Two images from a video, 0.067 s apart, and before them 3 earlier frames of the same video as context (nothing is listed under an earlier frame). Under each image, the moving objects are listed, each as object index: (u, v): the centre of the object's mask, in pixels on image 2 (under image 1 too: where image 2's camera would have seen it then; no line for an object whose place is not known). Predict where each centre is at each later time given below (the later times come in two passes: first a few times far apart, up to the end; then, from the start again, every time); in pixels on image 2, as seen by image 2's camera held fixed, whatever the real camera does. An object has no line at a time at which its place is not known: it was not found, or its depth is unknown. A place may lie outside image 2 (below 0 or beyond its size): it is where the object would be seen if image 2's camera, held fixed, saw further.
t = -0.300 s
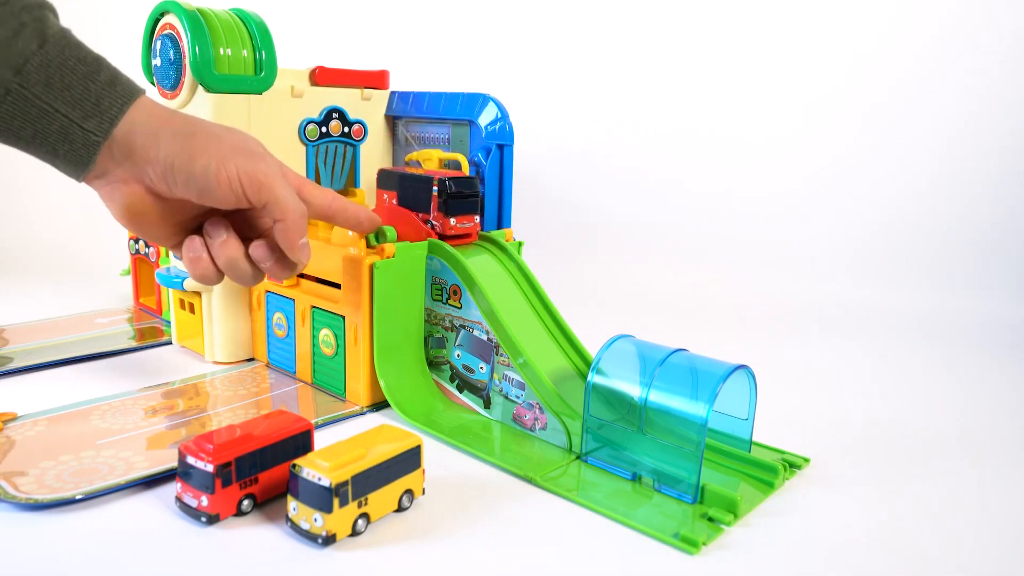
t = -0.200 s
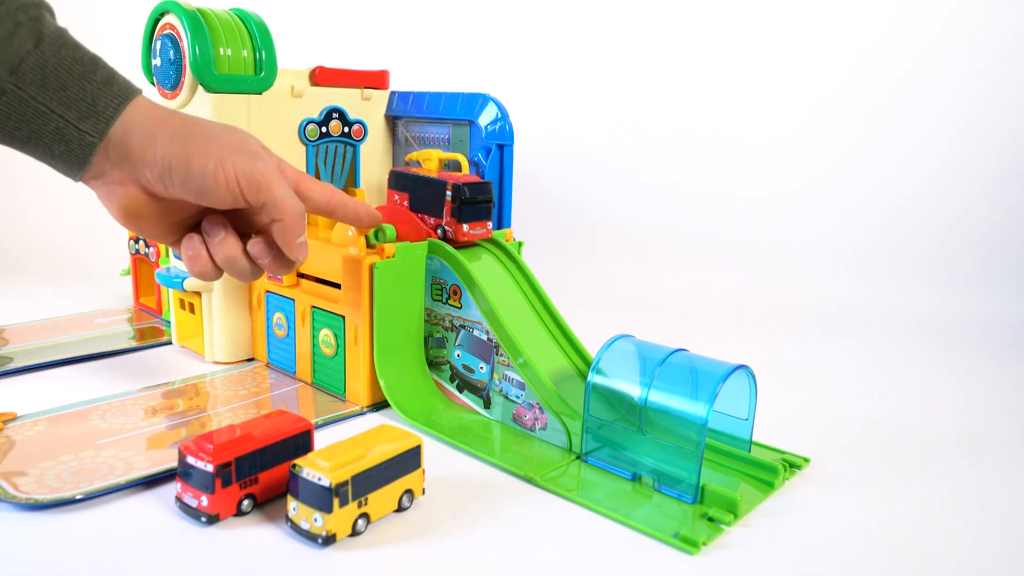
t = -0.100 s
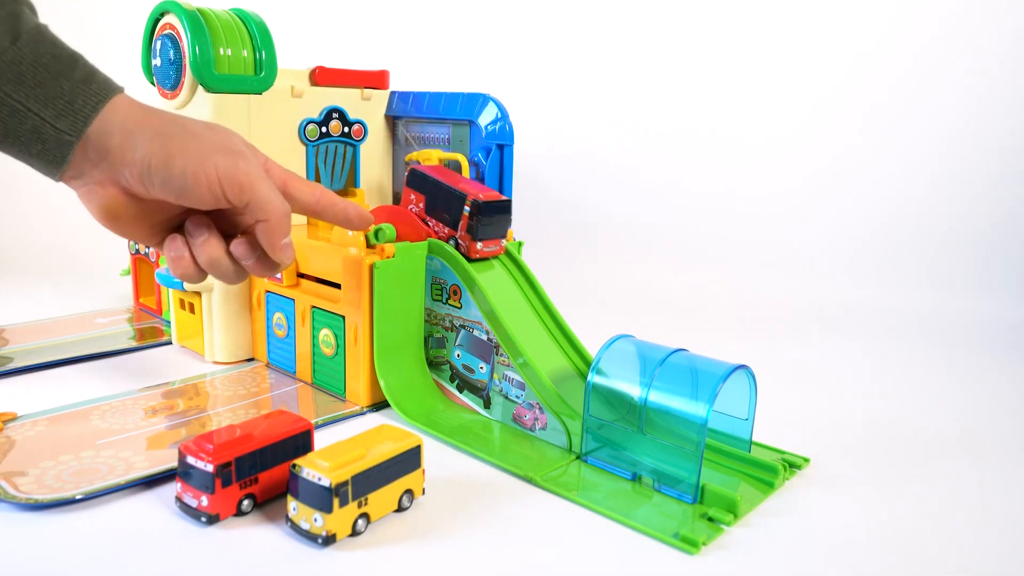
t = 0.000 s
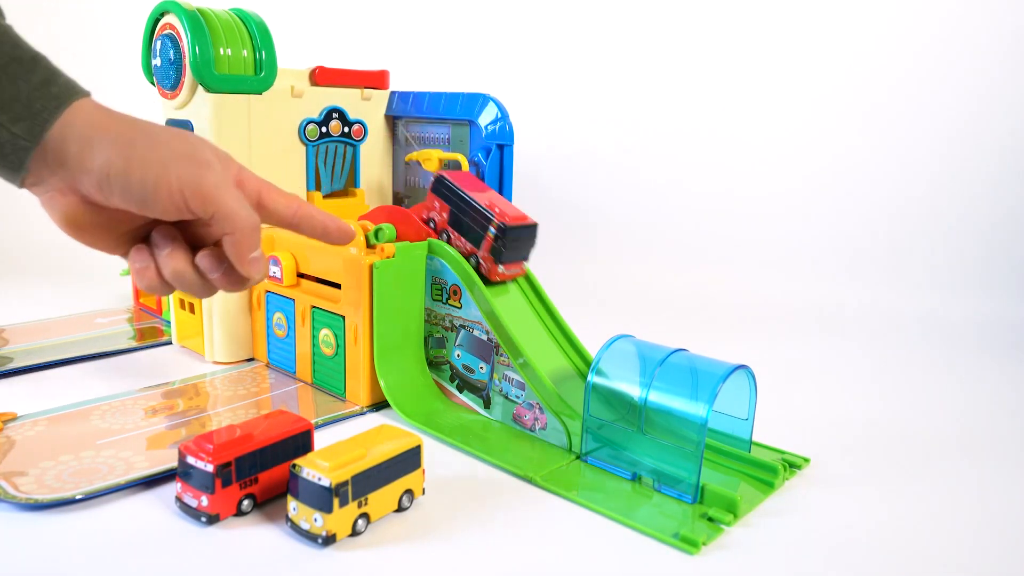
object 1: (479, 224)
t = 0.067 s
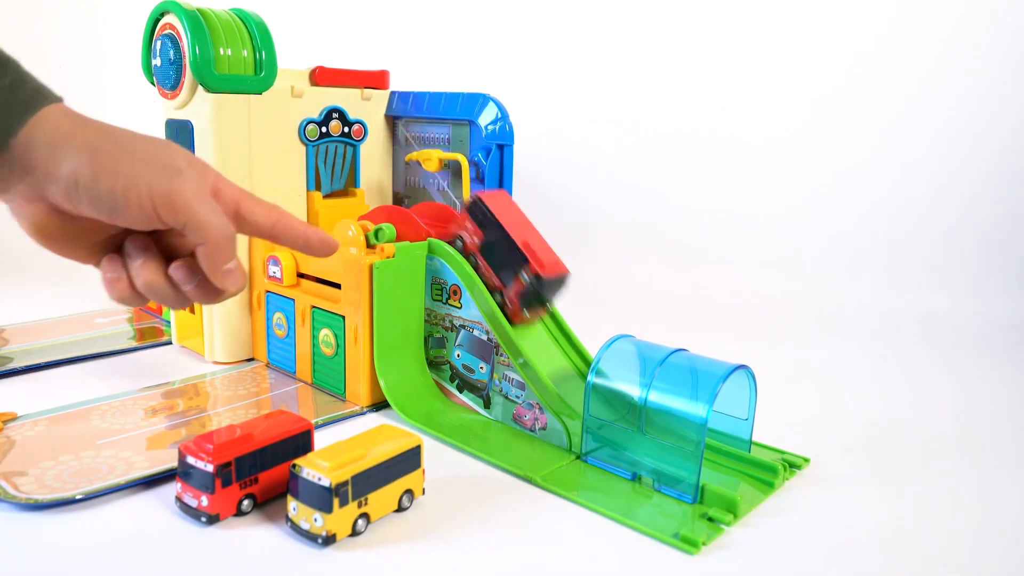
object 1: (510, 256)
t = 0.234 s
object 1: (699, 434)
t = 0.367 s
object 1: (955, 528)
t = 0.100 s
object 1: (530, 284)
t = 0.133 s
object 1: (554, 320)
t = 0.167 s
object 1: (594, 368)
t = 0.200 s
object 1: (640, 406)
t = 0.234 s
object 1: (699, 434)
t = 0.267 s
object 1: (773, 464)
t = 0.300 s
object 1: (834, 491)
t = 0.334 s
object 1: (908, 514)
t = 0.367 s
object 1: (955, 528)
